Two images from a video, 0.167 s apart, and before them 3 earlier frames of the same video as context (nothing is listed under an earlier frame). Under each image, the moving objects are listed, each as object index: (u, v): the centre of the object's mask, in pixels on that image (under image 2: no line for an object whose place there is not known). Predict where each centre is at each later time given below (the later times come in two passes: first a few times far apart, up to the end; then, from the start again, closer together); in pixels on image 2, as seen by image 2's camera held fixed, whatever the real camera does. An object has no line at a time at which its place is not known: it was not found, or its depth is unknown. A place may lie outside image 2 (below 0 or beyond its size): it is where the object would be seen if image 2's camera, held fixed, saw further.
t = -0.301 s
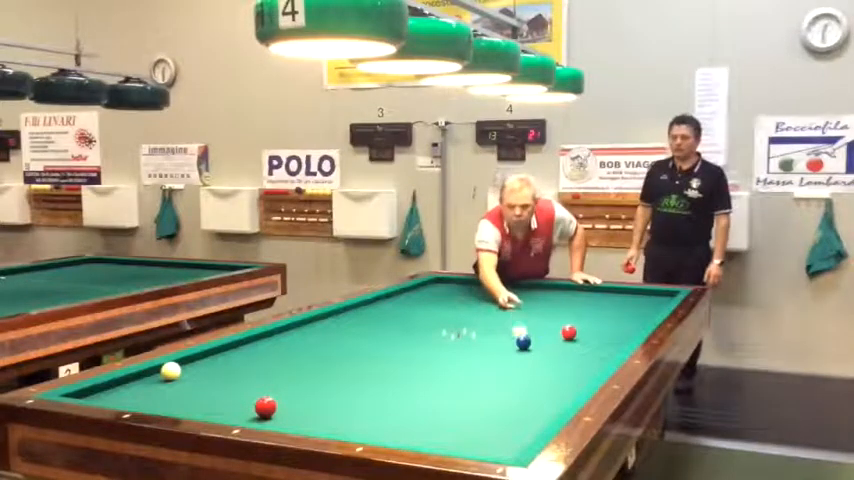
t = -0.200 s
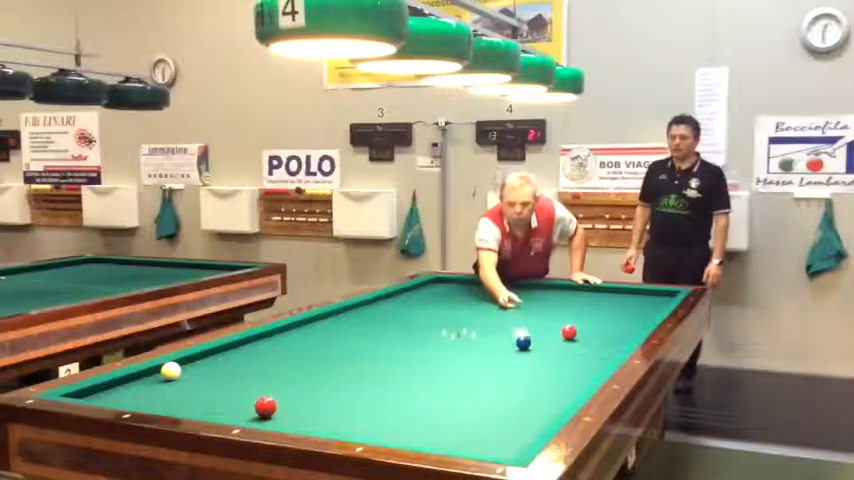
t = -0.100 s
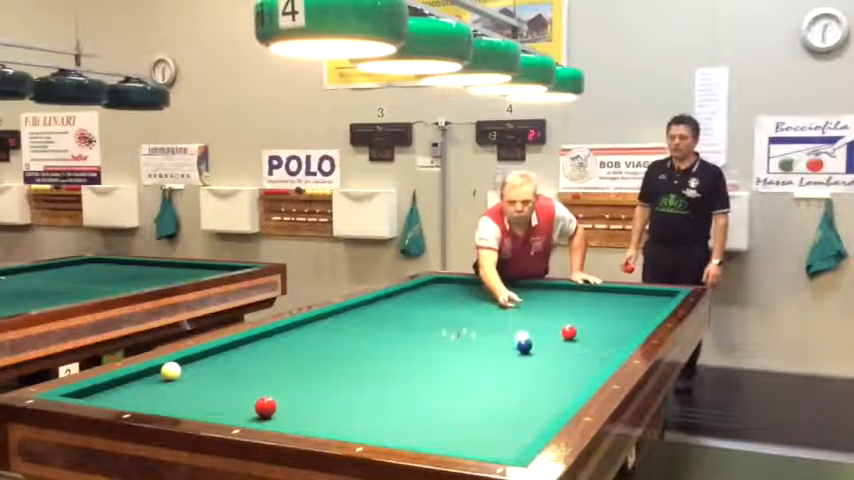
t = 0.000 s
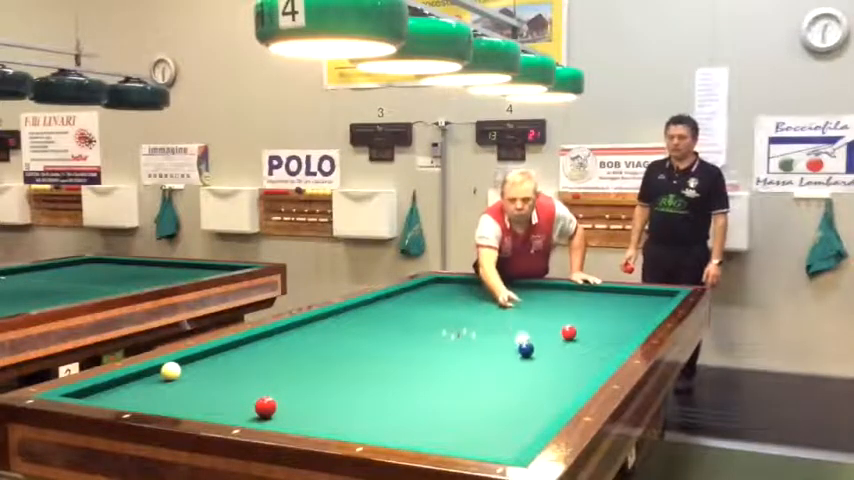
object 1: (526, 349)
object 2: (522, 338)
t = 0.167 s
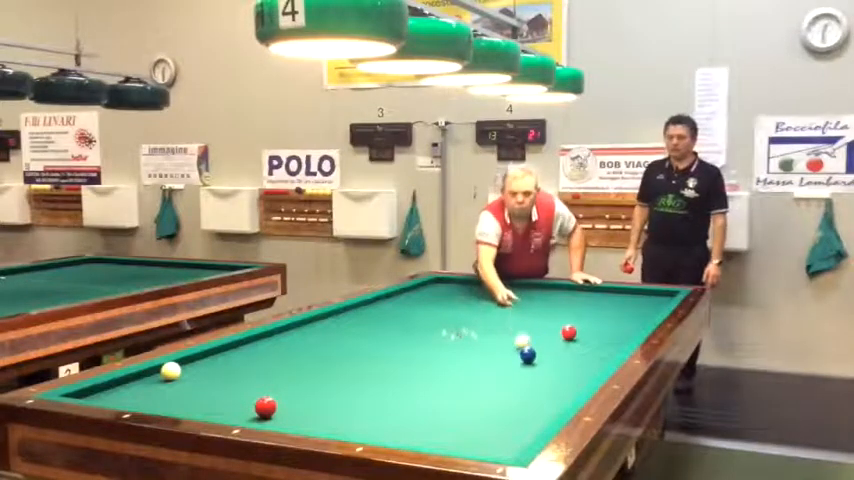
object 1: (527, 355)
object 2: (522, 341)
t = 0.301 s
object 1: (529, 359)
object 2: (523, 343)
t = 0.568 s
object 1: (532, 369)
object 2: (524, 347)
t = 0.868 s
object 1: (536, 380)
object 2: (524, 350)
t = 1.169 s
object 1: (540, 393)
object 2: (525, 354)
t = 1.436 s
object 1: (544, 406)
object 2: (525, 357)
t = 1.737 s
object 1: (541, 418)
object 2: (526, 361)
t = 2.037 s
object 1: (520, 431)
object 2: (526, 364)
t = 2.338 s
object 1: (499, 441)
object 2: (527, 367)
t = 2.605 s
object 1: (479, 448)
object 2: (527, 369)
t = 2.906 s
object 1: (474, 445)
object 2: (527, 372)
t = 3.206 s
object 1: (476, 441)
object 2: (526, 375)
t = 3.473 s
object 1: (478, 436)
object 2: (526, 377)
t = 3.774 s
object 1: (479, 429)
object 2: (525, 379)
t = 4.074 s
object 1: (480, 424)
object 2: (525, 380)
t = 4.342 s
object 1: (481, 420)
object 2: (525, 382)
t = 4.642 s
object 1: (482, 416)
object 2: (525, 383)
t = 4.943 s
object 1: (482, 413)
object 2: (525, 384)
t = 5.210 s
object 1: (483, 410)
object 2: (525, 384)
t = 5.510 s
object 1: (483, 407)
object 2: (524, 385)
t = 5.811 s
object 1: (483, 405)
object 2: (523, 385)
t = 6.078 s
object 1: (483, 404)
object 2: (523, 385)
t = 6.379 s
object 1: (483, 402)
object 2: (523, 386)
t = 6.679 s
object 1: (483, 401)
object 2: (523, 386)
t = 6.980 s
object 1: (482, 401)
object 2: (523, 386)
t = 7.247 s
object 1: (482, 401)
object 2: (523, 386)
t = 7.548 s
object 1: (482, 401)
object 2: (523, 386)
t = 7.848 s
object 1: (482, 401)
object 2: (523, 386)
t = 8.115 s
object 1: (482, 401)
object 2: (523, 386)
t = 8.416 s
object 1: (482, 401)
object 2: (523, 386)
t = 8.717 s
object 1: (482, 401)
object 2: (523, 386)
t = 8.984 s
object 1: (482, 401)
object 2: (523, 386)
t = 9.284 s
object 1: (482, 401)
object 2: (523, 386)
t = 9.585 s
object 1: (482, 401)
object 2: (523, 386)
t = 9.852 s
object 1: (482, 401)
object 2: (523, 386)
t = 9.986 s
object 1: (482, 401)
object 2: (523, 386)
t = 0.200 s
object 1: (528, 356)
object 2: (522, 342)
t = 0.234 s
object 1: (528, 357)
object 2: (522, 342)
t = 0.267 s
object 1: (529, 358)
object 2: (522, 343)
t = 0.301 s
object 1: (529, 359)
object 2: (523, 343)
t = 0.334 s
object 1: (529, 360)
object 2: (523, 345)
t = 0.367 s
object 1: (530, 361)
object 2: (523, 345)
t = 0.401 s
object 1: (530, 363)
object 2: (523, 345)
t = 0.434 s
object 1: (530, 364)
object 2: (523, 346)
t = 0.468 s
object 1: (531, 365)
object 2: (523, 346)
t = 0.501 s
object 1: (531, 366)
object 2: (524, 347)
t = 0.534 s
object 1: (532, 367)
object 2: (524, 347)
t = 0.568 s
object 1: (532, 369)
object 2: (524, 347)
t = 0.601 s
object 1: (532, 370)
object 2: (524, 348)
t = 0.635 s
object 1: (533, 371)
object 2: (524, 348)
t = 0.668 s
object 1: (533, 372)
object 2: (524, 348)
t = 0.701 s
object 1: (534, 374)
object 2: (524, 348)
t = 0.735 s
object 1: (534, 376)
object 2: (524, 348)
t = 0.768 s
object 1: (535, 377)
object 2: (524, 349)
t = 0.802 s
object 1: (535, 378)
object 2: (524, 349)
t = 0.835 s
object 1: (536, 379)
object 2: (524, 350)
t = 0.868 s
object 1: (536, 380)
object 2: (524, 350)
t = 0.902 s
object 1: (537, 382)
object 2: (525, 351)
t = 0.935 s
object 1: (537, 384)
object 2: (524, 351)
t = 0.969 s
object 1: (537, 384)
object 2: (525, 352)
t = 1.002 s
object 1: (538, 386)
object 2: (525, 352)
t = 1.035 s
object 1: (538, 387)
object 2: (525, 352)
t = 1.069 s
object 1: (539, 389)
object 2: (525, 352)
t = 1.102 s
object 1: (539, 390)
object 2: (525, 353)
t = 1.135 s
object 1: (540, 391)
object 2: (525, 353)
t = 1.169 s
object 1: (540, 393)
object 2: (525, 354)
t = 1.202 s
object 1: (541, 395)
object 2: (525, 354)
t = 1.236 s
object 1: (541, 396)
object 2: (525, 355)
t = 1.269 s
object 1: (542, 397)
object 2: (525, 355)
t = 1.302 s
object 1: (542, 399)
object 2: (525, 356)
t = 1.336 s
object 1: (543, 400)
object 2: (525, 356)
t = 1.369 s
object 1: (543, 402)
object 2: (525, 356)
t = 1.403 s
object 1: (544, 404)
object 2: (525, 357)
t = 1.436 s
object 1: (544, 406)
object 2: (525, 357)
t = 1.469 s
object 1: (545, 408)
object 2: (525, 358)
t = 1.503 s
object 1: (546, 409)
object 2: (525, 358)
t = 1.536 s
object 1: (546, 411)
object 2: (525, 359)
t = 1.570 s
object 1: (546, 412)
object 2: (526, 359)
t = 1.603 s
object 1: (547, 413)
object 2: (526, 359)
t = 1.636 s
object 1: (546, 413)
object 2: (526, 359)
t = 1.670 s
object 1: (545, 415)
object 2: (526, 360)
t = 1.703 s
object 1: (543, 416)
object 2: (526, 360)
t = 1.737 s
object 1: (541, 418)
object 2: (526, 361)
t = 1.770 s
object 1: (538, 420)
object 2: (526, 361)
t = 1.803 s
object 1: (537, 421)
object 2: (526, 361)
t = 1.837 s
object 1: (534, 422)
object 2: (526, 362)
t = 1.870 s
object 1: (532, 424)
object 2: (526, 362)
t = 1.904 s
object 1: (530, 425)
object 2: (526, 363)
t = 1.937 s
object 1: (528, 426)
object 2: (526, 363)
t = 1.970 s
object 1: (525, 428)
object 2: (526, 363)
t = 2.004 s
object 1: (523, 429)
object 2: (526, 364)
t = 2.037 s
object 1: (520, 431)
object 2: (526, 364)
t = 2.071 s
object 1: (518, 432)
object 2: (526, 364)
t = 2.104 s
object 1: (516, 433)
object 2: (526, 365)
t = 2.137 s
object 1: (513, 434)
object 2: (526, 365)
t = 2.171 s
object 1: (511, 436)
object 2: (526, 365)
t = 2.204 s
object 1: (508, 437)
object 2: (527, 365)
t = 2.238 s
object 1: (506, 438)
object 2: (527, 366)
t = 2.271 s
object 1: (503, 439)
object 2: (527, 366)
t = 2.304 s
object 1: (501, 440)
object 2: (527, 366)
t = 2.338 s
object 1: (499, 441)
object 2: (527, 367)
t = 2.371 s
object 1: (496, 442)
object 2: (527, 367)
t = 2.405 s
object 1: (493, 443)
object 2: (527, 367)
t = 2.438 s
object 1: (491, 444)
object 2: (527, 368)
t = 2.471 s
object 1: (488, 445)
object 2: (527, 368)
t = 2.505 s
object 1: (486, 446)
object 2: (527, 368)
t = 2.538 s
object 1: (484, 446)
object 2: (527, 369)
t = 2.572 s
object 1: (481, 447)
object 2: (527, 369)
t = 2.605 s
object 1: (479, 448)
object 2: (527, 369)
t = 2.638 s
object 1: (476, 448)
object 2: (527, 369)
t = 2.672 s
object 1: (473, 449)
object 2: (527, 370)
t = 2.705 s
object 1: (473, 449)
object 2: (527, 370)
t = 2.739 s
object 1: (473, 448)
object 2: (527, 370)
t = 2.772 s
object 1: (474, 448)
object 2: (527, 371)
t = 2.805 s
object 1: (474, 447)
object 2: (527, 372)
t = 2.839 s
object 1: (474, 447)
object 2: (527, 372)
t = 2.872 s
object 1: (474, 446)
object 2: (527, 372)
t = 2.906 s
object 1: (474, 445)
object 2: (527, 372)
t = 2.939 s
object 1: (474, 445)
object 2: (527, 372)
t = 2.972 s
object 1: (475, 445)
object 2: (527, 372)
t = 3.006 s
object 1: (475, 444)
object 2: (527, 373)
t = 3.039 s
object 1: (475, 444)
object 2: (526, 373)
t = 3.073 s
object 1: (475, 443)
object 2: (527, 373)
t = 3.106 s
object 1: (475, 443)
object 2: (527, 373)
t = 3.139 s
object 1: (476, 442)
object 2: (527, 374)
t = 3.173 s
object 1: (476, 442)
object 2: (527, 374)
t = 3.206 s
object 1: (476, 441)
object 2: (526, 375)
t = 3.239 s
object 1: (476, 440)
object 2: (526, 375)
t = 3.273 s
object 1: (477, 440)
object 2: (526, 375)
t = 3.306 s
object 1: (477, 439)
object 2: (526, 375)
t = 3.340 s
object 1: (477, 439)
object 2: (526, 375)
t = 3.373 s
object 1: (477, 438)
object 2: (526, 376)
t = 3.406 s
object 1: (477, 437)
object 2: (526, 376)
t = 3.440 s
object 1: (478, 437)
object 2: (526, 376)
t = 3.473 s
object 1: (478, 436)
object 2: (526, 377)
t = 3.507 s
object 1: (478, 435)
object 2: (526, 377)
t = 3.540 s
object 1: (478, 434)
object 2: (526, 377)
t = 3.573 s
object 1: (478, 433)
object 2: (526, 377)
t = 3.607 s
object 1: (478, 433)
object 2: (526, 377)
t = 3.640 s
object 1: (479, 432)
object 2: (526, 378)
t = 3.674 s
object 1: (479, 431)
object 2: (526, 378)
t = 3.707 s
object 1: (479, 431)
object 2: (526, 378)
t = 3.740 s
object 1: (479, 430)
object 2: (525, 378)
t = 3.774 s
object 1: (479, 429)
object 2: (525, 379)
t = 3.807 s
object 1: (479, 429)
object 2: (525, 379)
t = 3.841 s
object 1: (479, 428)
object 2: (525, 379)
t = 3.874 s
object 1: (480, 427)
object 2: (525, 379)
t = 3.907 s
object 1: (480, 427)
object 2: (525, 379)
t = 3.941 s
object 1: (480, 426)
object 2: (525, 380)
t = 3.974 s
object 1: (480, 426)
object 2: (525, 380)
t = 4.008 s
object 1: (480, 425)
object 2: (525, 380)
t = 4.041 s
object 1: (480, 424)
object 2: (525, 380)
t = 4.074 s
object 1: (480, 424)
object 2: (525, 380)
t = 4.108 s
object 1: (480, 423)
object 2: (525, 381)
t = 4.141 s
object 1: (481, 423)
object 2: (525, 381)
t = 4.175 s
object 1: (481, 423)
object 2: (525, 381)
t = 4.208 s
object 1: (481, 422)
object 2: (525, 381)
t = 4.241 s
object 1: (481, 422)
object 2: (525, 381)
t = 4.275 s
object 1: (481, 421)
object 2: (525, 381)
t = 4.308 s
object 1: (481, 421)
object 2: (525, 381)
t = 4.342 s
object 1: (481, 420)
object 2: (525, 382)
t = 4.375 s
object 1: (481, 420)
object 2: (525, 382)
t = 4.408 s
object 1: (481, 419)
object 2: (525, 382)
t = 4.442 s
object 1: (481, 419)
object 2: (525, 382)
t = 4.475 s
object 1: (481, 418)
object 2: (525, 382)
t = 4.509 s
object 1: (482, 418)
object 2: (525, 382)
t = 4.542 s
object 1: (482, 417)
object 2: (525, 382)
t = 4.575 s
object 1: (482, 417)
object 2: (525, 383)
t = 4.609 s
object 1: (482, 416)
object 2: (525, 383)
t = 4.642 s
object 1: (482, 416)
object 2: (525, 383)
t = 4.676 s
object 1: (482, 416)
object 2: (525, 383)
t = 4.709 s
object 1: (482, 415)
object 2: (525, 383)
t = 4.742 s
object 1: (482, 415)
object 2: (525, 383)
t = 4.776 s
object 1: (482, 415)
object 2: (525, 384)
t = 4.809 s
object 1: (482, 414)
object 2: (525, 384)
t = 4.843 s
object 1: (482, 414)
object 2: (525, 384)
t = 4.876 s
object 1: (482, 413)
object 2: (525, 384)
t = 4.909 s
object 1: (482, 413)
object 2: (525, 384)
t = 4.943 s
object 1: (482, 413)
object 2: (525, 384)
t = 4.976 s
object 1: (483, 412)
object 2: (525, 384)
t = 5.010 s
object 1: (483, 412)
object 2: (525, 384)
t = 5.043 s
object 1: (483, 412)
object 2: (525, 384)
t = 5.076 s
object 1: (483, 411)
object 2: (525, 384)
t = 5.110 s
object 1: (483, 411)
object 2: (525, 384)
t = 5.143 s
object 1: (483, 410)
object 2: (525, 385)
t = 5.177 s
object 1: (483, 410)
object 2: (525, 385)
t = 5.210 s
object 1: (483, 410)
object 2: (525, 384)
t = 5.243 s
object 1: (483, 409)
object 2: (525, 384)
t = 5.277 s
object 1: (483, 409)
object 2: (525, 385)
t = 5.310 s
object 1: (483, 409)
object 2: (525, 385)
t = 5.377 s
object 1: (483, 409)
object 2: (525, 385)
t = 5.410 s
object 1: (483, 408)
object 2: (524, 385)
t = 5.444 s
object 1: (484, 408)
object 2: (525, 385)
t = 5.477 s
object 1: (483, 408)
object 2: (524, 385)
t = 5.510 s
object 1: (483, 407)
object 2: (524, 385)
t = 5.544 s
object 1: (483, 407)
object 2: (524, 385)
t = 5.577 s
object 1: (483, 407)
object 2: (524, 385)
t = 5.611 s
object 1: (483, 407)
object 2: (524, 385)
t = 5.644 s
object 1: (483, 407)
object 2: (524, 385)
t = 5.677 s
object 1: (483, 406)
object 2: (524, 385)
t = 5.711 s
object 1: (483, 406)
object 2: (523, 385)
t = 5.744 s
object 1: (483, 406)
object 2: (523, 385)
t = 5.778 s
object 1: (483, 406)
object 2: (523, 385)
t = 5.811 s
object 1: (483, 405)
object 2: (523, 385)
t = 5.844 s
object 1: (483, 405)
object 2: (523, 385)
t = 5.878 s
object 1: (483, 405)
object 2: (523, 385)
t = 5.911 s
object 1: (483, 404)
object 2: (523, 385)
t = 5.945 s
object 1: (483, 404)
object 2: (523, 385)
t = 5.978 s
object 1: (483, 404)
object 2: (523, 385)
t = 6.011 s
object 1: (483, 404)
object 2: (523, 385)
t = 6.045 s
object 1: (483, 404)
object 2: (523, 385)
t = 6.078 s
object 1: (483, 404)
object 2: (523, 385)
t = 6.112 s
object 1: (483, 404)
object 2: (523, 385)
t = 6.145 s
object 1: (483, 403)
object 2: (523, 385)
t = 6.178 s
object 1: (483, 403)
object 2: (523, 385)
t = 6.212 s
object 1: (483, 403)
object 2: (523, 386)
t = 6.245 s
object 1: (483, 403)
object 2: (523, 385)
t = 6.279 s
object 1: (483, 403)
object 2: (523, 385)
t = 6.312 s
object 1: (483, 403)
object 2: (523, 385)
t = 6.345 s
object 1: (483, 403)
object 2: (523, 386)
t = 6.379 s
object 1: (483, 402)
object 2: (523, 386)
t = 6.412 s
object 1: (483, 402)
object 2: (523, 385)
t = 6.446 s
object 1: (483, 402)
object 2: (523, 385)
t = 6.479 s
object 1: (483, 402)
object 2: (523, 385)
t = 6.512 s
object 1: (483, 402)
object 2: (523, 385)
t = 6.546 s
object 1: (483, 402)
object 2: (523, 385)
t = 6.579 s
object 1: (483, 402)
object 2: (523, 385)
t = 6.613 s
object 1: (483, 402)
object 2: (523, 386)
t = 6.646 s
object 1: (483, 401)
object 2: (523, 386)
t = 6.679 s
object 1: (483, 401)
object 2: (523, 386)
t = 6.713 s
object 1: (483, 401)
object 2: (523, 385)
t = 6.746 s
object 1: (482, 401)
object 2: (523, 385)
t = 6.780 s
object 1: (482, 401)
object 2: (523, 385)
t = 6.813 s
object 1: (482, 401)
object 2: (523, 385)
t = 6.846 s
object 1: (482, 401)
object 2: (523, 385)
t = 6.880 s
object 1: (482, 401)
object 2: (523, 386)
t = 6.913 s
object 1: (482, 401)
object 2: (523, 386)
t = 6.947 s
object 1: (482, 401)
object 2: (523, 386)
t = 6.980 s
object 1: (482, 401)
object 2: (523, 386)
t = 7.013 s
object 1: (482, 401)
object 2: (523, 386)
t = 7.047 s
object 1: (482, 401)
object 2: (523, 385)
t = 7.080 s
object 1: (482, 401)
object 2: (523, 385)
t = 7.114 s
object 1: (482, 401)
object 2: (523, 385)
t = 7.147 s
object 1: (482, 401)
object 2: (523, 385)
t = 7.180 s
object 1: (482, 401)
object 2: (523, 385)
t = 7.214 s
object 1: (482, 401)
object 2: (523, 386)
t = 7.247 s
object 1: (482, 401)
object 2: (523, 386)
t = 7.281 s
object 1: (482, 401)
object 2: (523, 386)
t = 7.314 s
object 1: (482, 401)
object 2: (523, 386)
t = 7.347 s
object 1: (482, 401)
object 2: (523, 385)
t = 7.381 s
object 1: (482, 401)
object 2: (523, 385)
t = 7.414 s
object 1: (482, 401)
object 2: (523, 385)
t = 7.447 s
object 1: (482, 401)
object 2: (523, 385)
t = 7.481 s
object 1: (482, 401)
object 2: (523, 385)
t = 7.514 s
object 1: (482, 401)
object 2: (523, 385)
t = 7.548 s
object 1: (482, 401)
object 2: (523, 386)
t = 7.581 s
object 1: (482, 401)
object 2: (523, 386)
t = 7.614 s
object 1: (482, 401)
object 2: (523, 386)
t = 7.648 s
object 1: (482, 401)
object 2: (523, 386)
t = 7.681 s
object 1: (482, 401)
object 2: (523, 386)
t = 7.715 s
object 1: (482, 401)
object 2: (523, 386)
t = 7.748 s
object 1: (482, 401)
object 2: (523, 386)
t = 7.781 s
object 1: (482, 401)
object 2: (523, 386)
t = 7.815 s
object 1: (482, 401)
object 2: (523, 386)
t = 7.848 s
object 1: (482, 401)
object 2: (523, 386)
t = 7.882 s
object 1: (482, 401)
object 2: (523, 386)
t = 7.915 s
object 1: (482, 401)
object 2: (523, 386)
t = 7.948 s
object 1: (482, 401)
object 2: (523, 386)
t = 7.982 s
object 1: (482, 401)
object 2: (523, 386)
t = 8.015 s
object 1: (482, 401)
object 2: (523, 386)
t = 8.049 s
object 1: (482, 401)
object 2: (523, 386)
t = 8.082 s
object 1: (482, 401)
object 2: (523, 386)
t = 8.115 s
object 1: (482, 401)
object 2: (523, 386)
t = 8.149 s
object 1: (482, 401)
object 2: (523, 386)
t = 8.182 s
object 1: (482, 401)
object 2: (523, 386)
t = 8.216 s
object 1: (482, 401)
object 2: (523, 386)
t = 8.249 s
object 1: (482, 401)
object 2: (523, 386)
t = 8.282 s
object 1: (482, 401)
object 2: (523, 386)
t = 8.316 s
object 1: (482, 401)
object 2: (523, 386)
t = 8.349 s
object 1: (482, 401)
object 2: (523, 386)
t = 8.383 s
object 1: (482, 401)
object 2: (523, 386)
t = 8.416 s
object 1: (482, 401)
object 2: (523, 386)
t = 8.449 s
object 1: (482, 401)
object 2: (523, 386)
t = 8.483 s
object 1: (482, 401)
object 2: (523, 386)
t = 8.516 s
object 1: (482, 401)
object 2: (523, 386)
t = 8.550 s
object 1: (482, 401)
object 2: (523, 386)
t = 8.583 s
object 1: (482, 401)
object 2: (523, 386)
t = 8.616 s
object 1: (482, 401)
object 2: (523, 386)
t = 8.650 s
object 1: (482, 401)
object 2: (523, 386)
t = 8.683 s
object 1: (482, 401)
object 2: (523, 386)
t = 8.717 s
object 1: (482, 401)
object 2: (523, 386)
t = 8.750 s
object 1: (482, 401)
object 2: (523, 386)
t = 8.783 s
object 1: (482, 401)
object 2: (523, 386)
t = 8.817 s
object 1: (482, 401)
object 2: (523, 386)
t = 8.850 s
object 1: (482, 401)
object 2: (523, 386)
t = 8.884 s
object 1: (482, 401)
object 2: (523, 386)
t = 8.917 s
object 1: (482, 401)
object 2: (523, 386)
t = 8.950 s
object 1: (482, 401)
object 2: (523, 386)
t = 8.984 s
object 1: (482, 401)
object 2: (523, 386)
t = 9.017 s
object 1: (482, 401)
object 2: (523, 386)
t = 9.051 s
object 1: (482, 401)
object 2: (523, 386)
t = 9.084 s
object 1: (482, 401)
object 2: (523, 386)
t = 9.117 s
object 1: (482, 401)
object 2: (523, 386)
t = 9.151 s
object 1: (482, 401)
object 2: (523, 386)
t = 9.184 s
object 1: (482, 401)
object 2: (523, 386)
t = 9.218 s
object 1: (482, 401)
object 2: (523, 386)
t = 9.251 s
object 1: (482, 401)
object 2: (523, 386)
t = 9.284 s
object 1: (482, 401)
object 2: (523, 386)
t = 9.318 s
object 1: (482, 401)
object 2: (523, 386)
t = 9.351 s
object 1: (482, 401)
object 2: (523, 386)
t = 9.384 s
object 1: (482, 401)
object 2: (523, 386)
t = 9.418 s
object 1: (482, 401)
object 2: (523, 386)
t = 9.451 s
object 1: (482, 401)
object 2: (523, 386)
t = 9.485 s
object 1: (482, 401)
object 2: (523, 386)
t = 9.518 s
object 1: (482, 401)
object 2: (523, 386)
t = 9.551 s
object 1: (482, 401)
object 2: (523, 386)
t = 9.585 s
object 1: (482, 401)
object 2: (523, 386)
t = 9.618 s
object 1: (482, 401)
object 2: (523, 386)
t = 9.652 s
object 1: (482, 401)
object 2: (523, 386)
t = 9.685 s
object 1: (482, 401)
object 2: (523, 386)
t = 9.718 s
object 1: (482, 401)
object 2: (523, 386)
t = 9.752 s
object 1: (482, 401)
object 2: (523, 386)
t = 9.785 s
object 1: (482, 401)
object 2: (523, 386)
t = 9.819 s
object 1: (482, 401)
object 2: (523, 386)
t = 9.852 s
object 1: (482, 401)
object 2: (523, 386)
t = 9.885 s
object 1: (482, 401)
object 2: (523, 386)
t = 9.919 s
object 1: (482, 401)
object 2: (523, 386)
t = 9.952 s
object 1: (482, 401)
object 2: (523, 386)
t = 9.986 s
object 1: (482, 401)
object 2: (523, 386)
